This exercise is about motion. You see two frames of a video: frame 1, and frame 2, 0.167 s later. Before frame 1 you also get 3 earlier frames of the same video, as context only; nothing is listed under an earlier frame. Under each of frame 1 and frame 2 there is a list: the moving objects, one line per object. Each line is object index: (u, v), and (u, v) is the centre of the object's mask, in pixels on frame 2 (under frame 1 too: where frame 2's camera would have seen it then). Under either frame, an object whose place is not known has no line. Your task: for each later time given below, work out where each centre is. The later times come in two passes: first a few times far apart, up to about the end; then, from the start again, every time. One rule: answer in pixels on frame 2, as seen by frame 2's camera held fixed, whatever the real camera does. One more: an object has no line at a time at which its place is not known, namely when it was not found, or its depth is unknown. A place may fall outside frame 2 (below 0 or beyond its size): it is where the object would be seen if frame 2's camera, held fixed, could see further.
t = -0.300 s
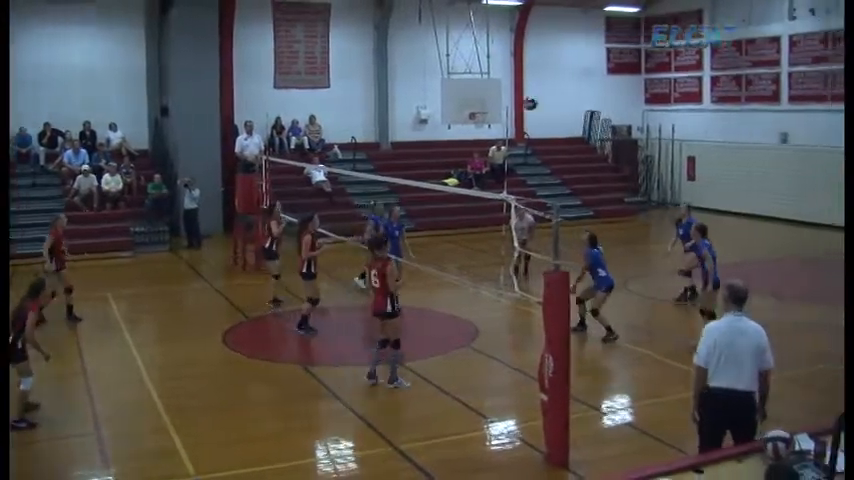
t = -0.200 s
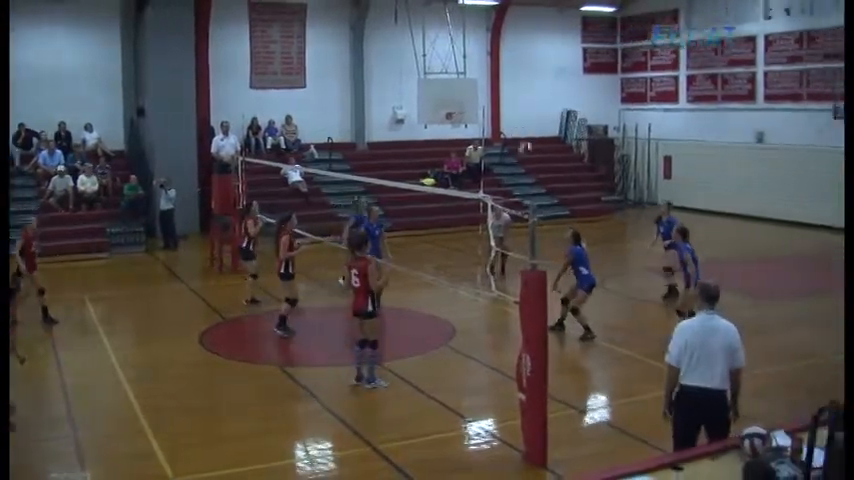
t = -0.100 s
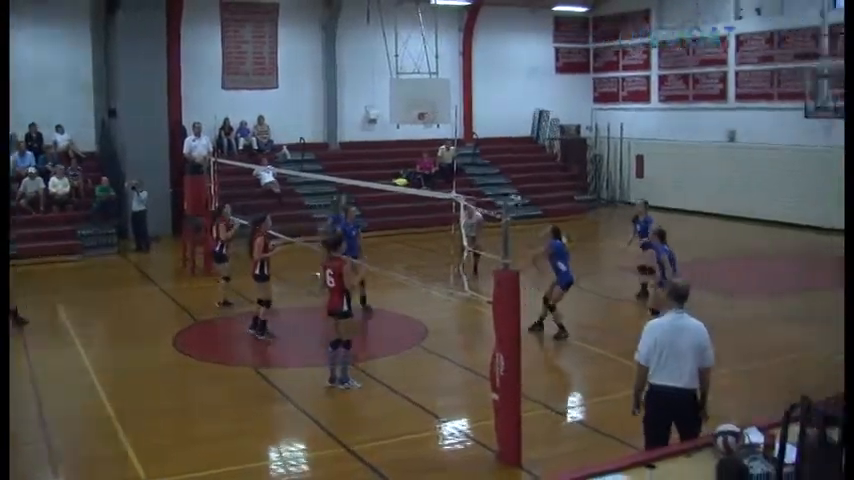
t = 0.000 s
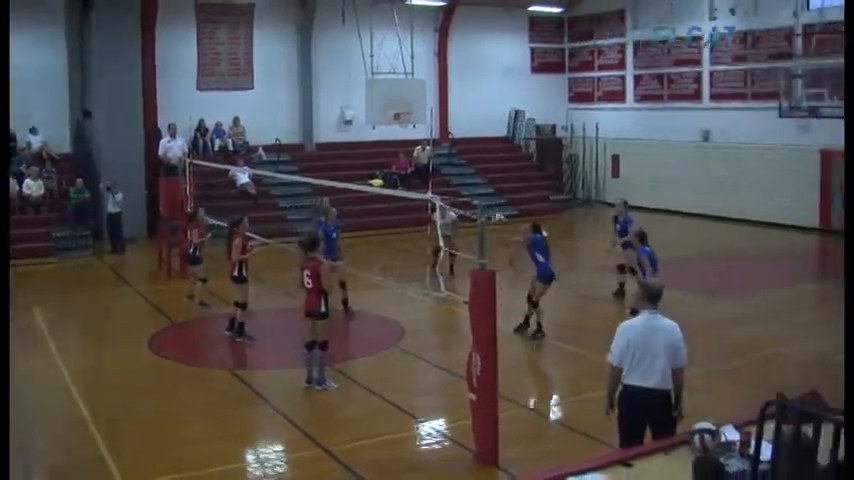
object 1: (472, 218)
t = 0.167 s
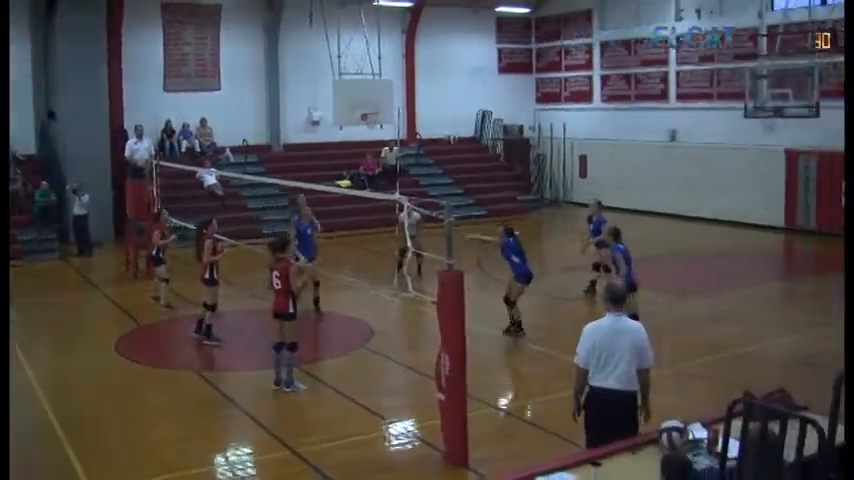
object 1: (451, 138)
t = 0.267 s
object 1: (438, 102)
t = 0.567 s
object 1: (411, 35)
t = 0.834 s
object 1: (391, 31)
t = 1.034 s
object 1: (376, 58)
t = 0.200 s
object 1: (446, 127)
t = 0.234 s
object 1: (441, 114)
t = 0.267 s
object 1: (438, 102)
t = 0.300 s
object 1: (435, 92)
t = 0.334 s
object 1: (432, 82)
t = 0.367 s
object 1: (431, 72)
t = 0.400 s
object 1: (427, 64)
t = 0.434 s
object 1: (423, 57)
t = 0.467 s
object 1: (421, 51)
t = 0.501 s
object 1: (418, 45)
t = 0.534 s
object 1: (414, 39)
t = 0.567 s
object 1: (411, 35)
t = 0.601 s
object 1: (409, 32)
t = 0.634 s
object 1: (408, 29)
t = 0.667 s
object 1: (404, 27)
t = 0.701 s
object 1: (401, 27)
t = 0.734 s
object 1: (399, 27)
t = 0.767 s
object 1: (396, 28)
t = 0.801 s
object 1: (393, 29)
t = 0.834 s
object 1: (391, 31)
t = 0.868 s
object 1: (388, 33)
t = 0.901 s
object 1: (385, 37)
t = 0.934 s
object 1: (383, 42)
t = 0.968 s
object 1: (380, 46)
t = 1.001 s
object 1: (378, 52)
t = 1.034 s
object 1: (376, 58)
